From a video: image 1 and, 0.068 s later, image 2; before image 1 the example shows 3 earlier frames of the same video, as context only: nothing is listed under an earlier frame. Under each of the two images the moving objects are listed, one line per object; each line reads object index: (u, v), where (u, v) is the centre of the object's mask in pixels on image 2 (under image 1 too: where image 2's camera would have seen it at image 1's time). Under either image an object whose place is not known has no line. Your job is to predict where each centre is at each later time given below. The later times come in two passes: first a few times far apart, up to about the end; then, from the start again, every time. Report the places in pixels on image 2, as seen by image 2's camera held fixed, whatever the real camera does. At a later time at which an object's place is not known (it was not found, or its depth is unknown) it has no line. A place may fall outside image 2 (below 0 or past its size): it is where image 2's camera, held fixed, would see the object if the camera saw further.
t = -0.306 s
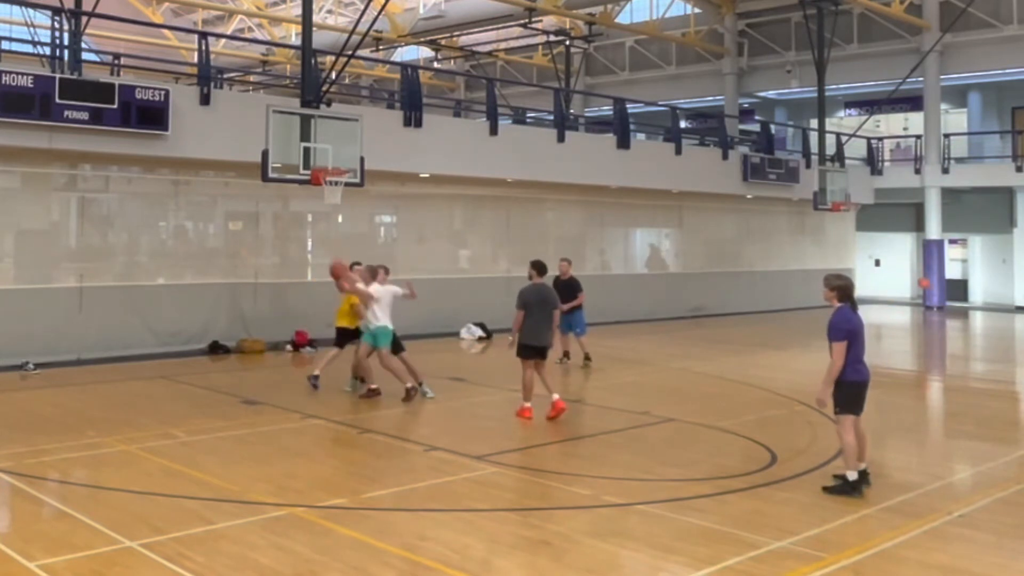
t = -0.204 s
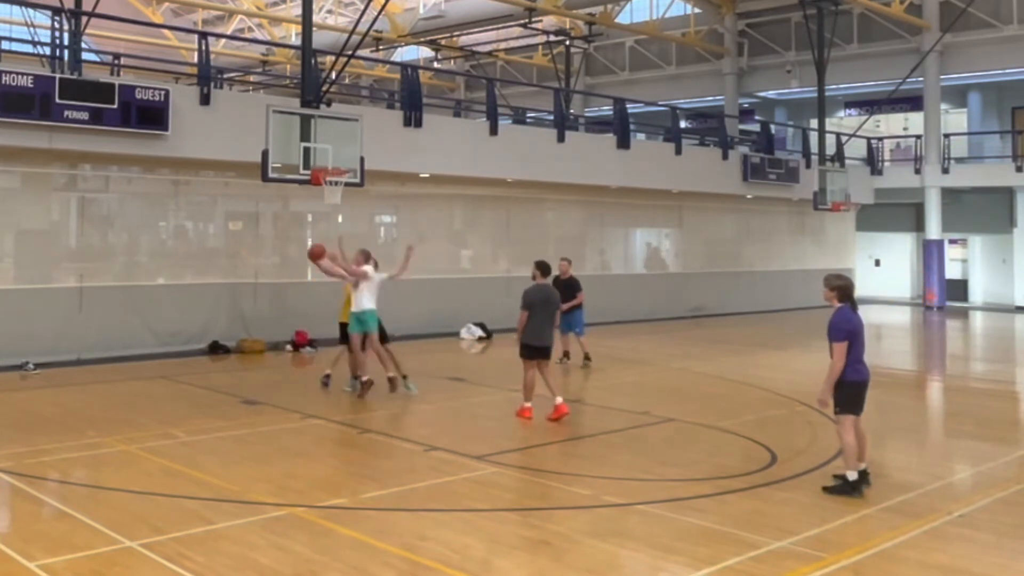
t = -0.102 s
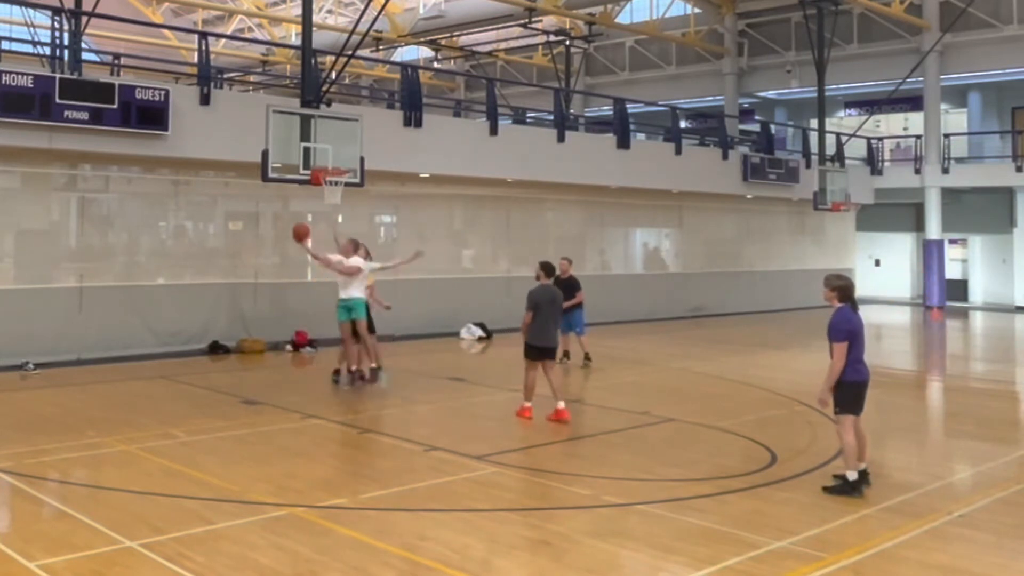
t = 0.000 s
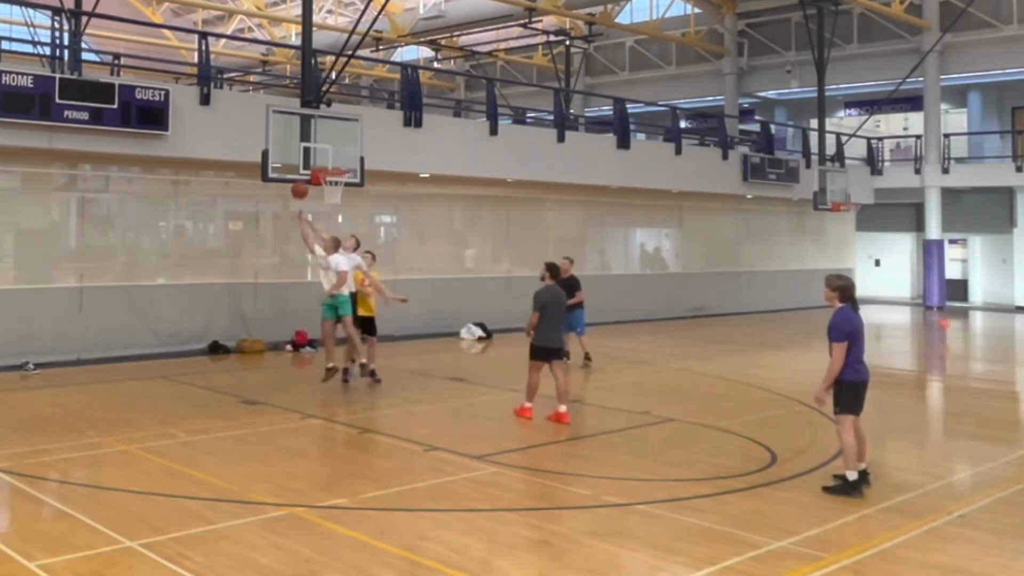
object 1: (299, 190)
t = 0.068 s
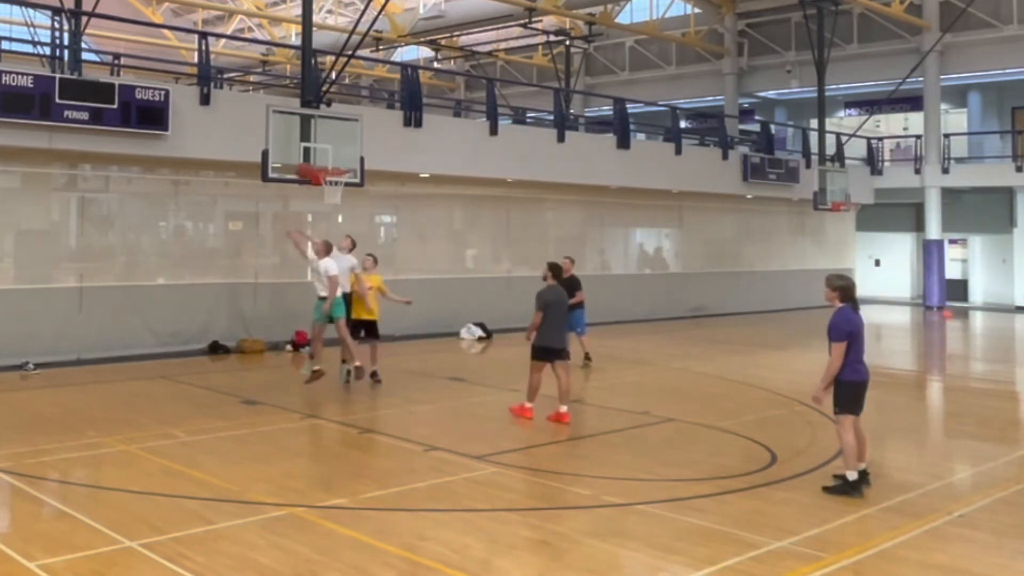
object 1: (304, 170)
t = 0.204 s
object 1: (313, 143)
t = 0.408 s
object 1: (324, 123)
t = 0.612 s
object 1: (335, 131)
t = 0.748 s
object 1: (342, 150)
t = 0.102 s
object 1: (306, 162)
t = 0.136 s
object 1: (308, 154)
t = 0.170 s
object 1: (311, 148)
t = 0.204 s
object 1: (313, 143)
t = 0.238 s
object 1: (315, 137)
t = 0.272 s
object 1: (317, 133)
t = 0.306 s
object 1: (318, 129)
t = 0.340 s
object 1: (320, 126)
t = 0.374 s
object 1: (322, 124)
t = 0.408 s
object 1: (324, 123)
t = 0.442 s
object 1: (326, 123)
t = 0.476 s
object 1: (328, 123)
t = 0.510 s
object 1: (330, 124)
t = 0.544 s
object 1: (332, 125)
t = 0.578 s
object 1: (334, 127)
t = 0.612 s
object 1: (335, 131)
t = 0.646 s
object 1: (337, 135)
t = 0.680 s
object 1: (339, 139)
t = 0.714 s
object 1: (340, 144)
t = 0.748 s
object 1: (342, 150)
